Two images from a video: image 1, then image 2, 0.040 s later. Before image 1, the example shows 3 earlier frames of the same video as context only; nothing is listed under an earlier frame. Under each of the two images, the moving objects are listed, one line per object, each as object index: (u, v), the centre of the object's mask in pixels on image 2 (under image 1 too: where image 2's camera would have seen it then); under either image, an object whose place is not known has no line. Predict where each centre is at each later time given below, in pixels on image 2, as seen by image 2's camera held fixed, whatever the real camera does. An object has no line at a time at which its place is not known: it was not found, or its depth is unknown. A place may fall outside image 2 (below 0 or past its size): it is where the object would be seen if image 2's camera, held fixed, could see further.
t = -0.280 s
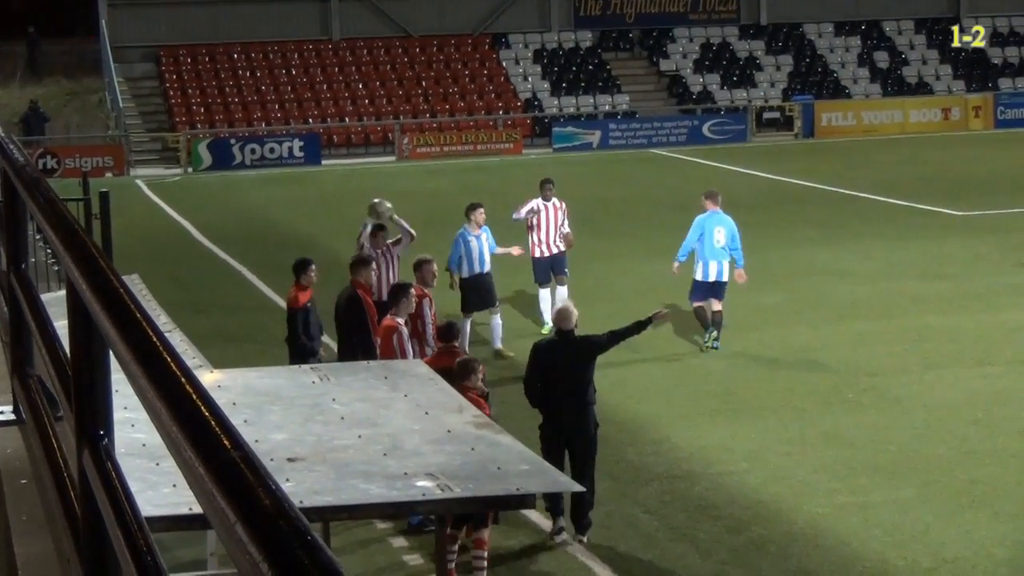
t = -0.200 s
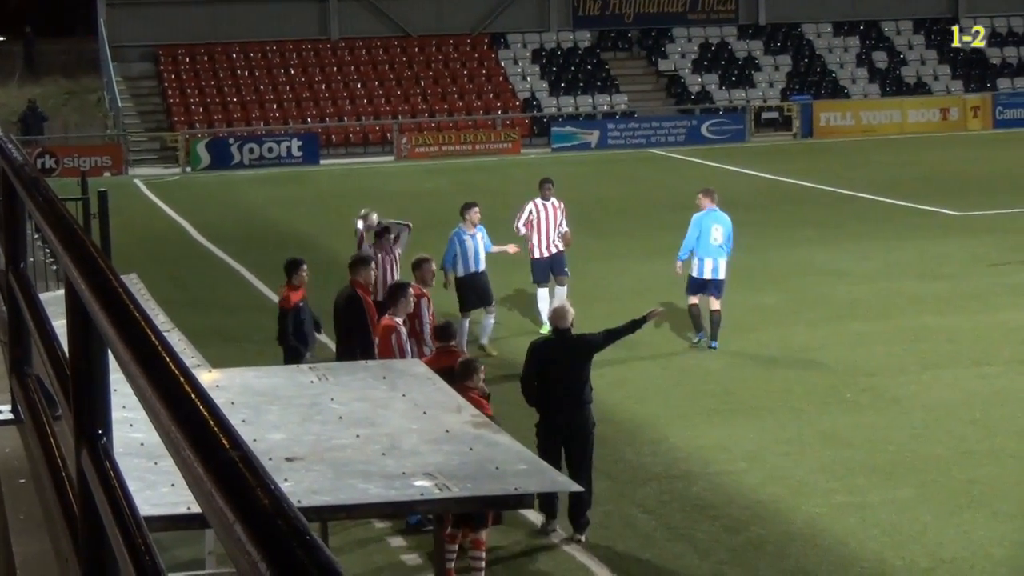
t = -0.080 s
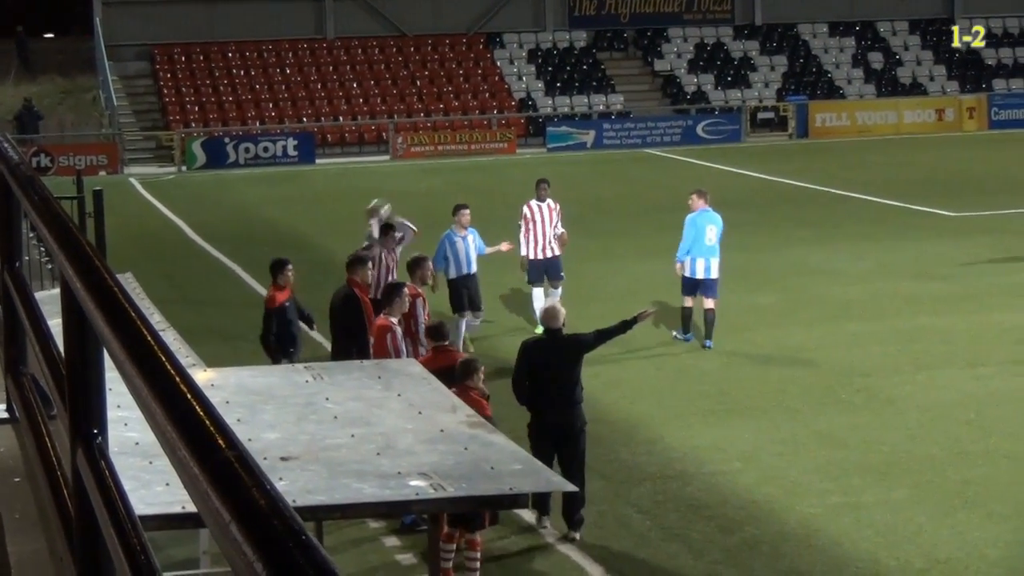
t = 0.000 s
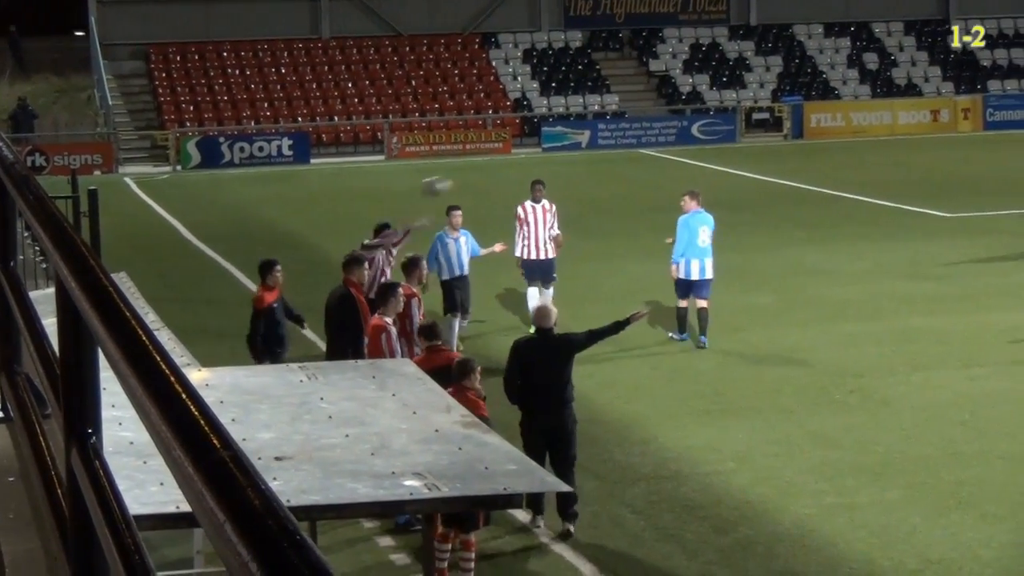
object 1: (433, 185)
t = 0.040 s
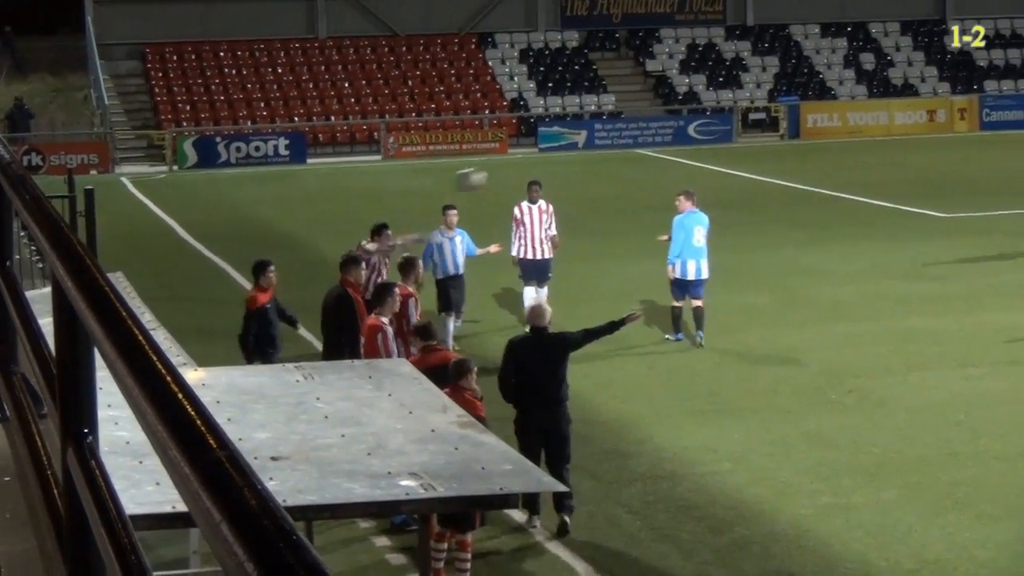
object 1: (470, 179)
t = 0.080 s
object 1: (509, 170)
